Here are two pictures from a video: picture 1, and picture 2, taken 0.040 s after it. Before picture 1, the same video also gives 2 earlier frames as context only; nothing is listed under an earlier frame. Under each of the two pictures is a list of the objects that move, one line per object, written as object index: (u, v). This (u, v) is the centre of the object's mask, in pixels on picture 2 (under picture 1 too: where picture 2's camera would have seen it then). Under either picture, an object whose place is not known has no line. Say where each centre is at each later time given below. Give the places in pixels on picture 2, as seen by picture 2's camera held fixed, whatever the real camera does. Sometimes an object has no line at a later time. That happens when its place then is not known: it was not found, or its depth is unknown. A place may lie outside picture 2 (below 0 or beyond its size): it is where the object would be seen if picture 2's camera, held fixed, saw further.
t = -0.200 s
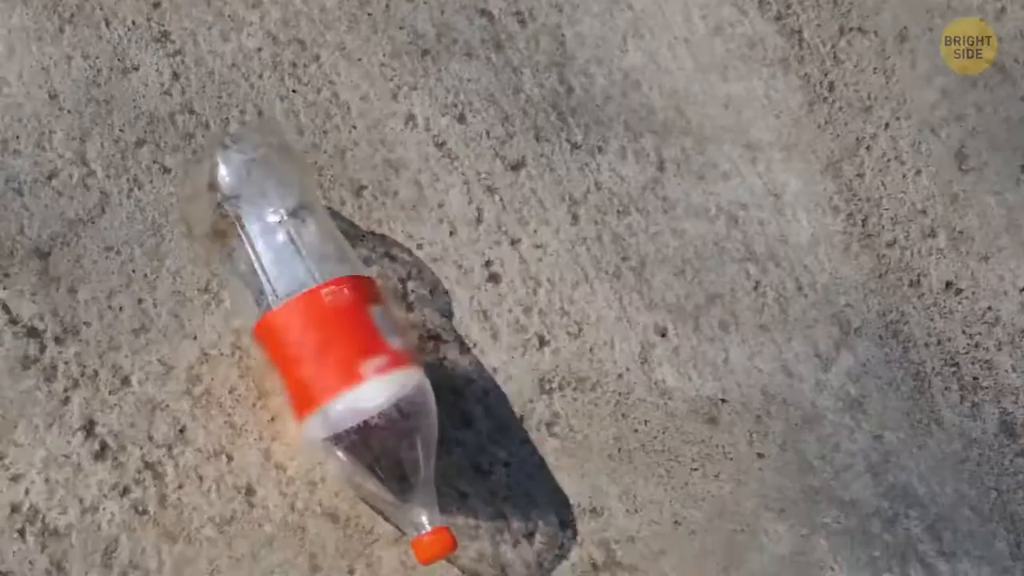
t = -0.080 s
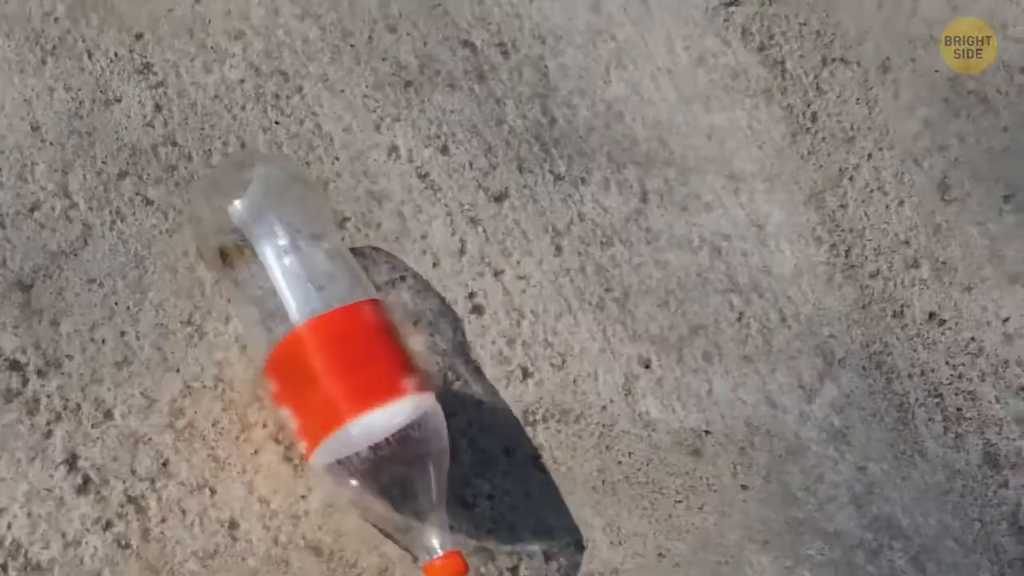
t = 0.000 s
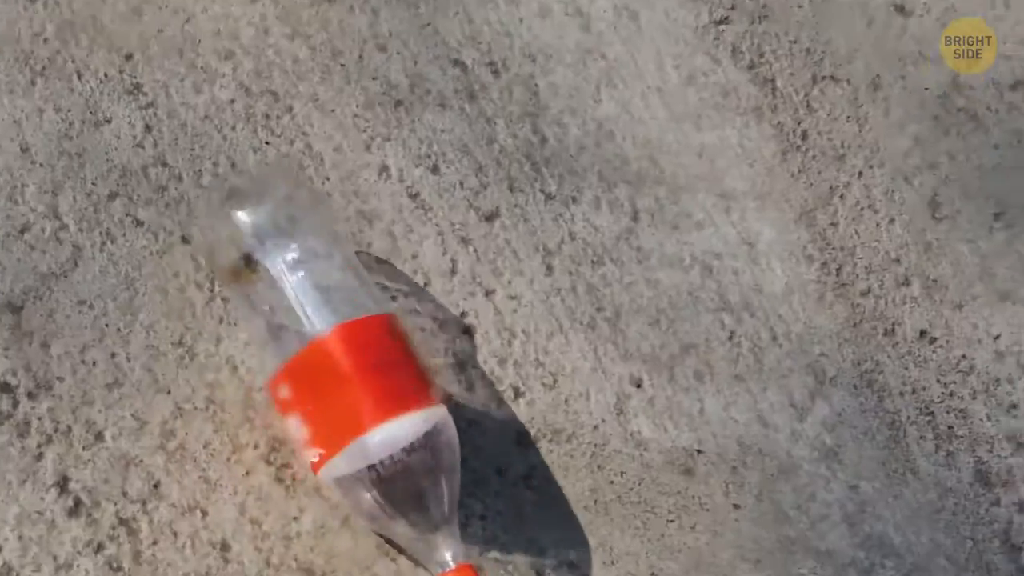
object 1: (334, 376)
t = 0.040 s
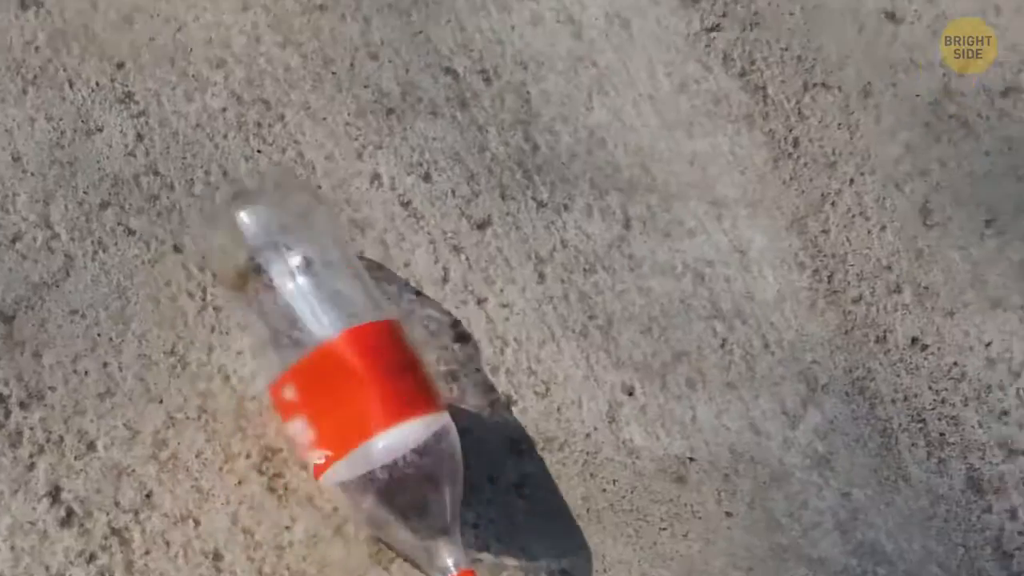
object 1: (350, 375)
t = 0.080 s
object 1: (355, 366)
